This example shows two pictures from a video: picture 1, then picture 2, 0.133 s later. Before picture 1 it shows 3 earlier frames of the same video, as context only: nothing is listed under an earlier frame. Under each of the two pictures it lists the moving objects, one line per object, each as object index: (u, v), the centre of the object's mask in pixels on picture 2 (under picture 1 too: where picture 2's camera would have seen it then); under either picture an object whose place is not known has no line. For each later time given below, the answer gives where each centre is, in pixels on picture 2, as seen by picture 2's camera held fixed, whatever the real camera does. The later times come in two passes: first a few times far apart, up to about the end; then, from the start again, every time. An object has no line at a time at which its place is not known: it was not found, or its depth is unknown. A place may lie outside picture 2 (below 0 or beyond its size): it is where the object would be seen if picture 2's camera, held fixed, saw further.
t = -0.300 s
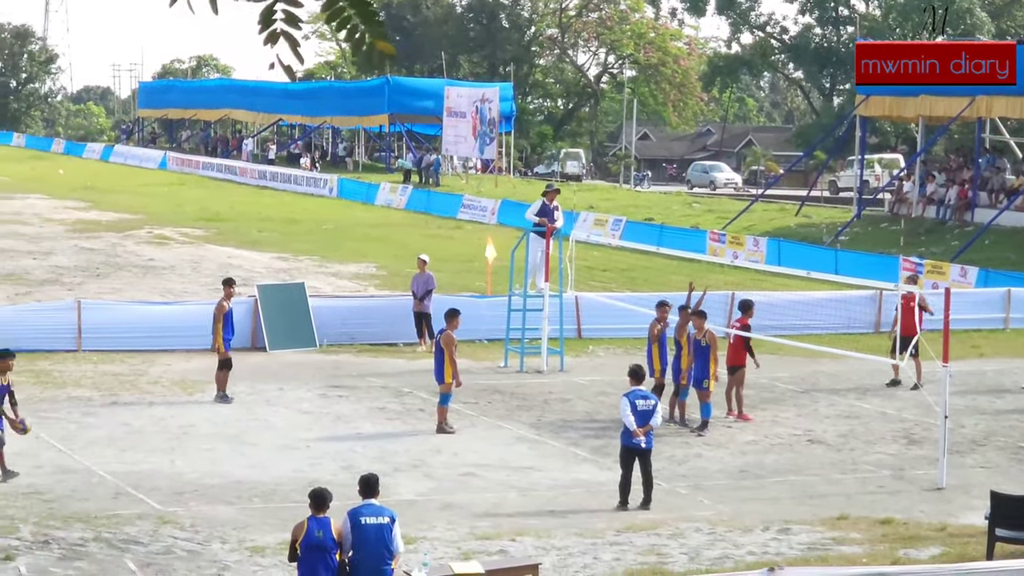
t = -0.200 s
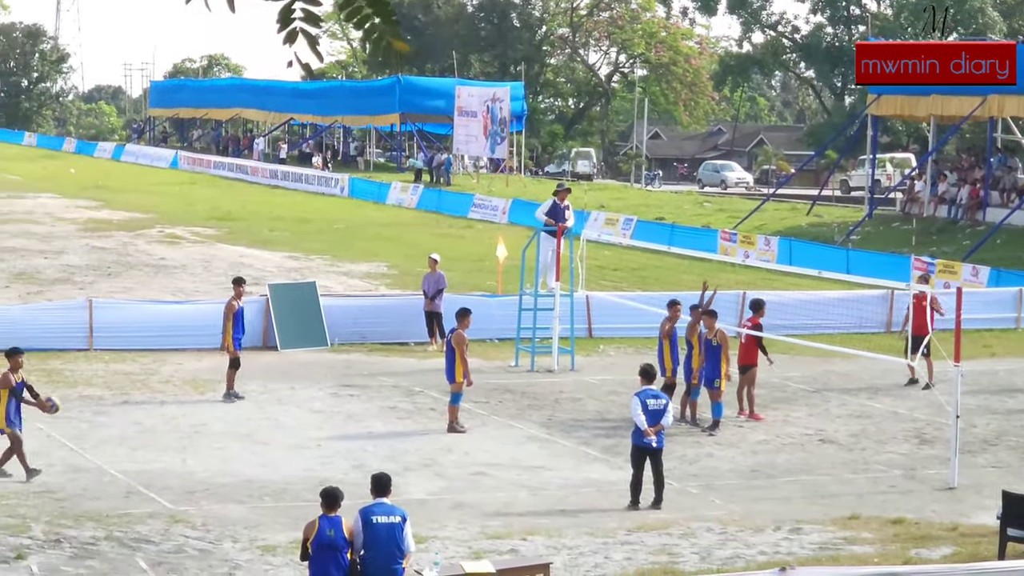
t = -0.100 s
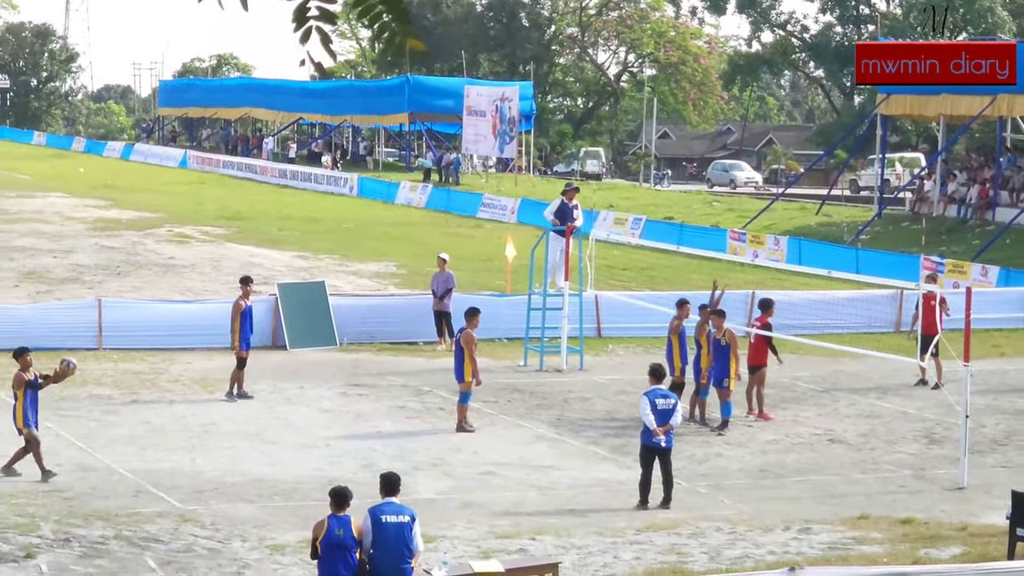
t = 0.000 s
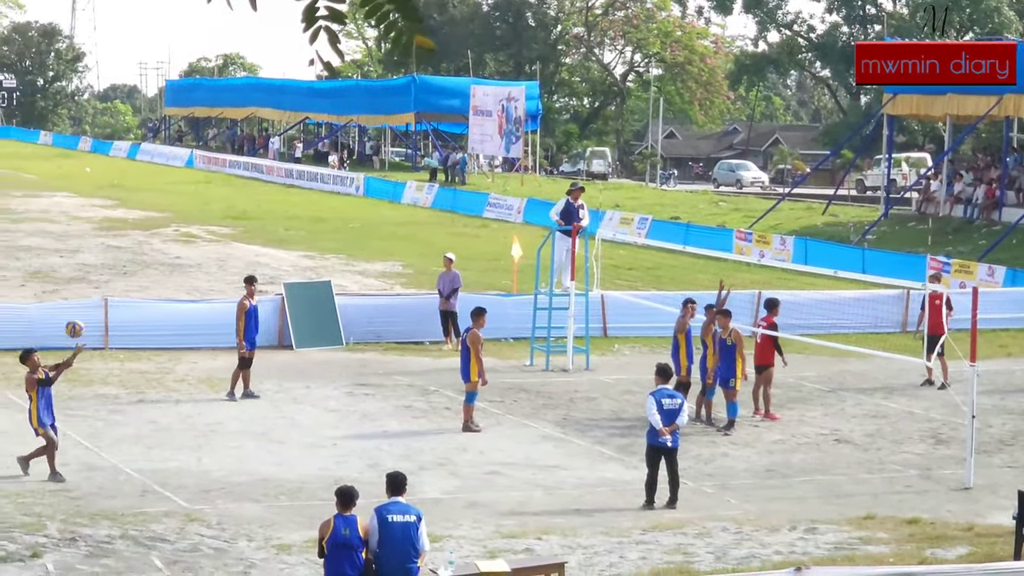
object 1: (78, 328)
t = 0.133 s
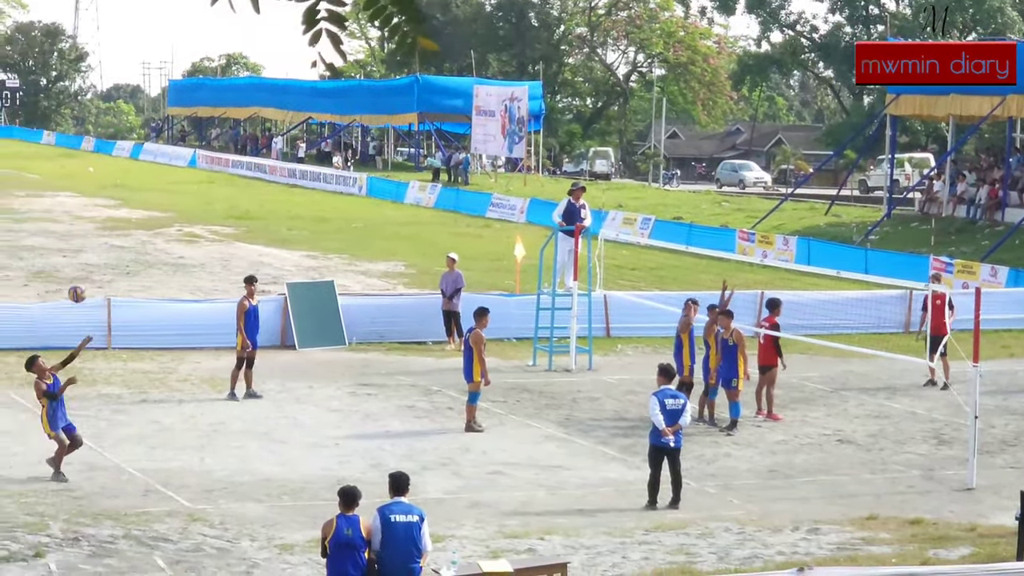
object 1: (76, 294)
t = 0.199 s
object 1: (77, 282)
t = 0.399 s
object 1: (73, 271)
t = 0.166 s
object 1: (77, 287)
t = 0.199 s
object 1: (77, 282)
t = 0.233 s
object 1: (76, 278)
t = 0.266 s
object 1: (76, 275)
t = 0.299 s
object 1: (75, 273)
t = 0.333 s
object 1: (74, 271)
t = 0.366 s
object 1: (74, 271)
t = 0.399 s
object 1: (73, 271)
